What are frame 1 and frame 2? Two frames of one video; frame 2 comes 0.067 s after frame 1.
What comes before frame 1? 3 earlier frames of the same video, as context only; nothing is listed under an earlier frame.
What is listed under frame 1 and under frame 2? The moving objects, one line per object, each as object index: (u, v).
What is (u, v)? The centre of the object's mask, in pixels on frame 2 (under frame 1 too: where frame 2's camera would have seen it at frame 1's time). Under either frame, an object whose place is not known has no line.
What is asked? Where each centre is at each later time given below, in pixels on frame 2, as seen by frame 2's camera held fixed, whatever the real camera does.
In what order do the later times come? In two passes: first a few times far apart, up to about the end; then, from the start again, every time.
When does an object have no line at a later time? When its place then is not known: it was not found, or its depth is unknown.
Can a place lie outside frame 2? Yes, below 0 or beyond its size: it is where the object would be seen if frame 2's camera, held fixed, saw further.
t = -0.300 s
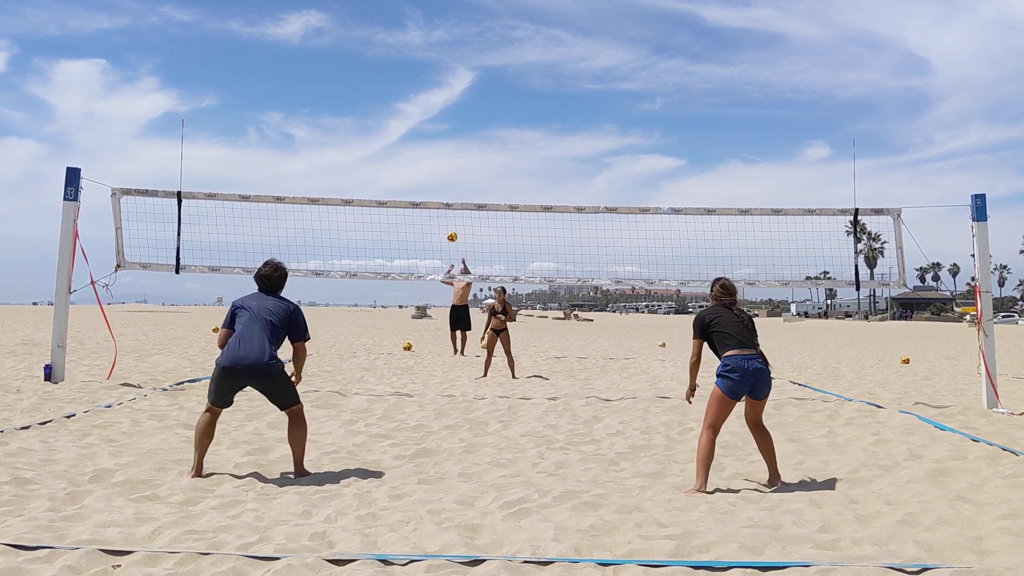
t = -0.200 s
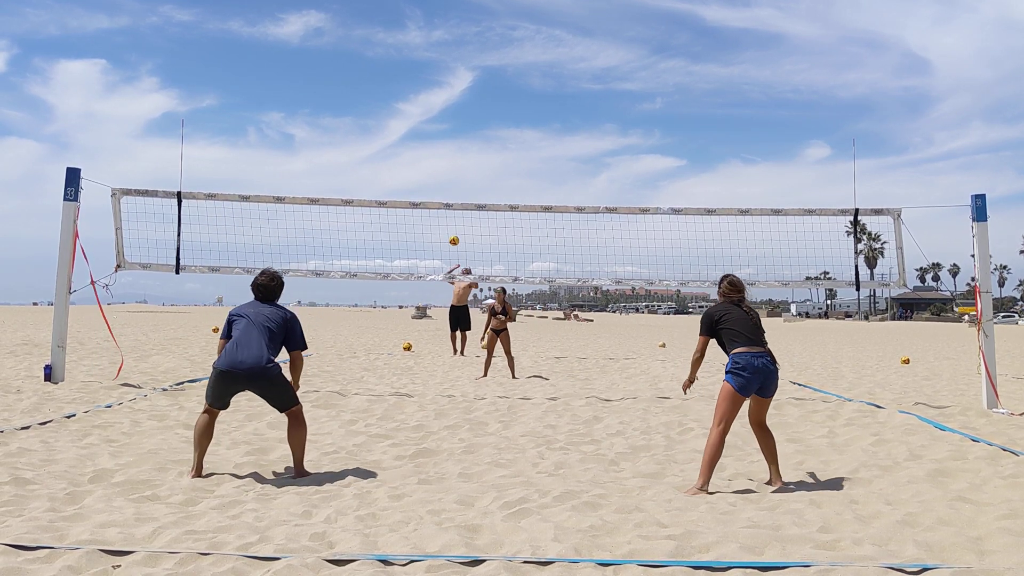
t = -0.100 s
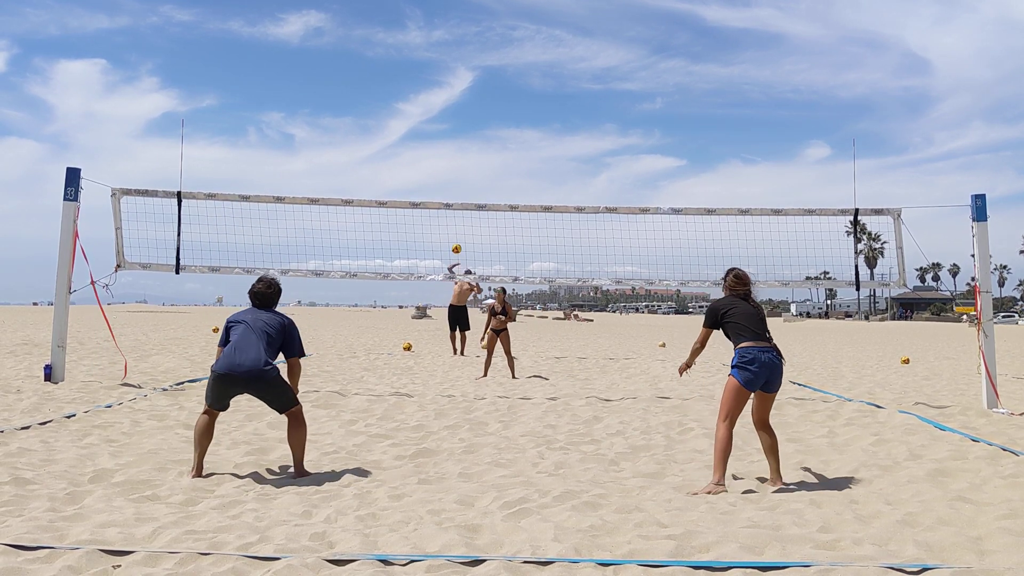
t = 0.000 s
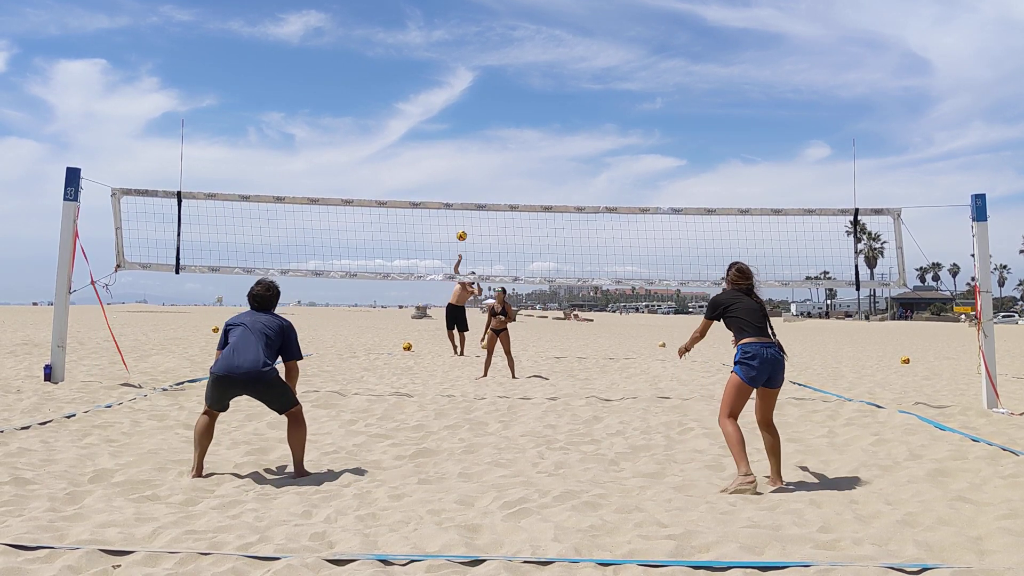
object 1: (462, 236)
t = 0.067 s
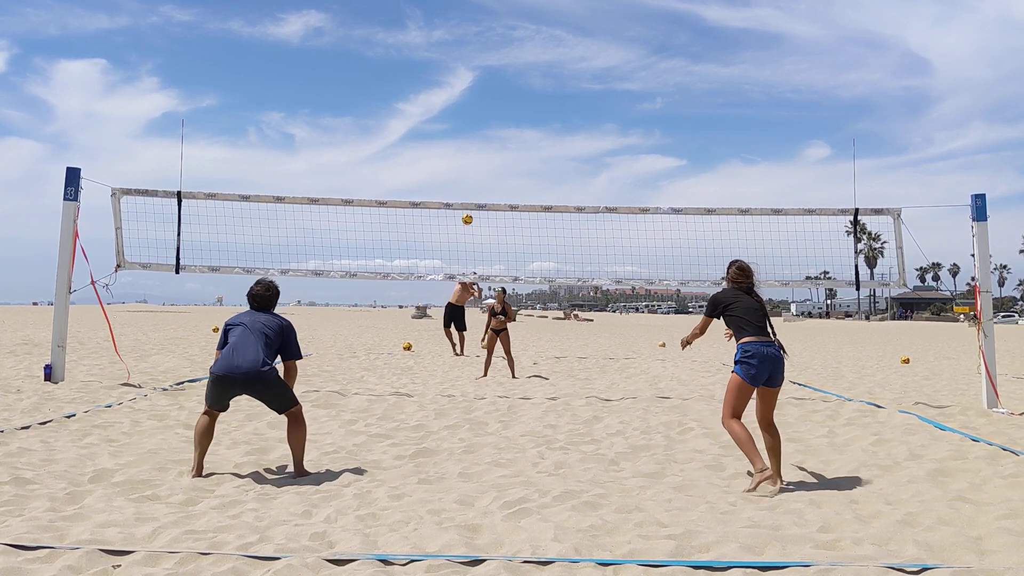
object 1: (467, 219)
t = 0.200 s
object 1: (481, 189)
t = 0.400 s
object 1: (508, 151)
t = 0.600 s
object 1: (543, 128)
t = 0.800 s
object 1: (600, 130)
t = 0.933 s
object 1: (652, 153)
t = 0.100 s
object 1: (470, 213)
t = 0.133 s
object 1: (474, 201)
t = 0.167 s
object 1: (477, 196)
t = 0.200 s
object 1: (481, 189)
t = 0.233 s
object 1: (485, 182)
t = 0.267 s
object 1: (489, 175)
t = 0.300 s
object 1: (494, 168)
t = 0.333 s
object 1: (498, 162)
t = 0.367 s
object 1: (503, 156)
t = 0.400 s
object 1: (508, 151)
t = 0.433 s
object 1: (513, 146)
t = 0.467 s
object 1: (518, 141)
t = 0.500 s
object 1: (524, 137)
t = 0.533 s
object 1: (530, 134)
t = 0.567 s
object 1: (536, 131)
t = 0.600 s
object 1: (543, 128)
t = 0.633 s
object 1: (551, 126)
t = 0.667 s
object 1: (559, 125)
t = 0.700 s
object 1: (568, 125)
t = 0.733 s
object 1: (578, 125)
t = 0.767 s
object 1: (589, 127)
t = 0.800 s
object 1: (600, 130)
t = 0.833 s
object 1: (612, 133)
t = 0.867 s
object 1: (624, 138)
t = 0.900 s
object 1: (637, 145)
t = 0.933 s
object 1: (652, 153)
